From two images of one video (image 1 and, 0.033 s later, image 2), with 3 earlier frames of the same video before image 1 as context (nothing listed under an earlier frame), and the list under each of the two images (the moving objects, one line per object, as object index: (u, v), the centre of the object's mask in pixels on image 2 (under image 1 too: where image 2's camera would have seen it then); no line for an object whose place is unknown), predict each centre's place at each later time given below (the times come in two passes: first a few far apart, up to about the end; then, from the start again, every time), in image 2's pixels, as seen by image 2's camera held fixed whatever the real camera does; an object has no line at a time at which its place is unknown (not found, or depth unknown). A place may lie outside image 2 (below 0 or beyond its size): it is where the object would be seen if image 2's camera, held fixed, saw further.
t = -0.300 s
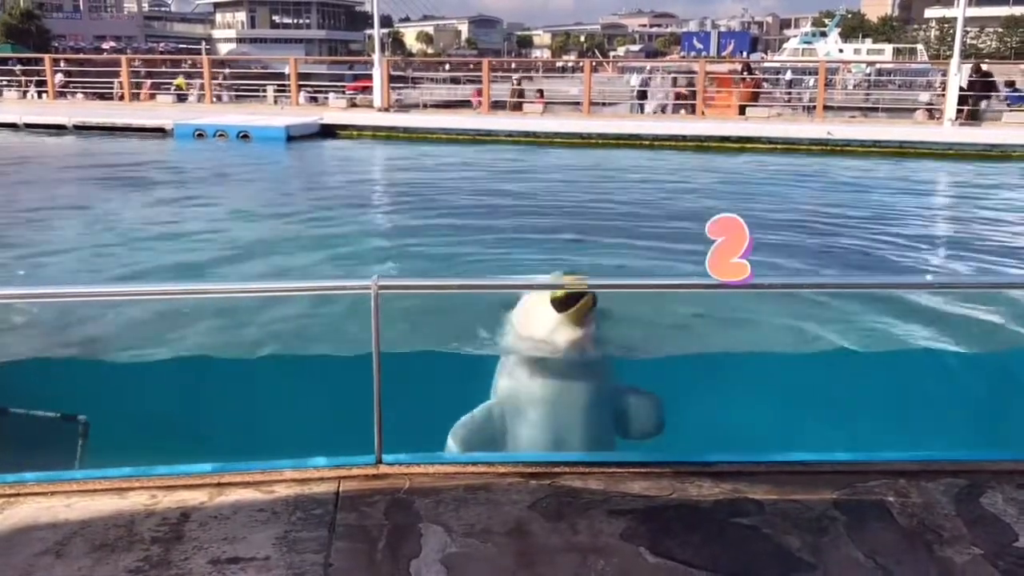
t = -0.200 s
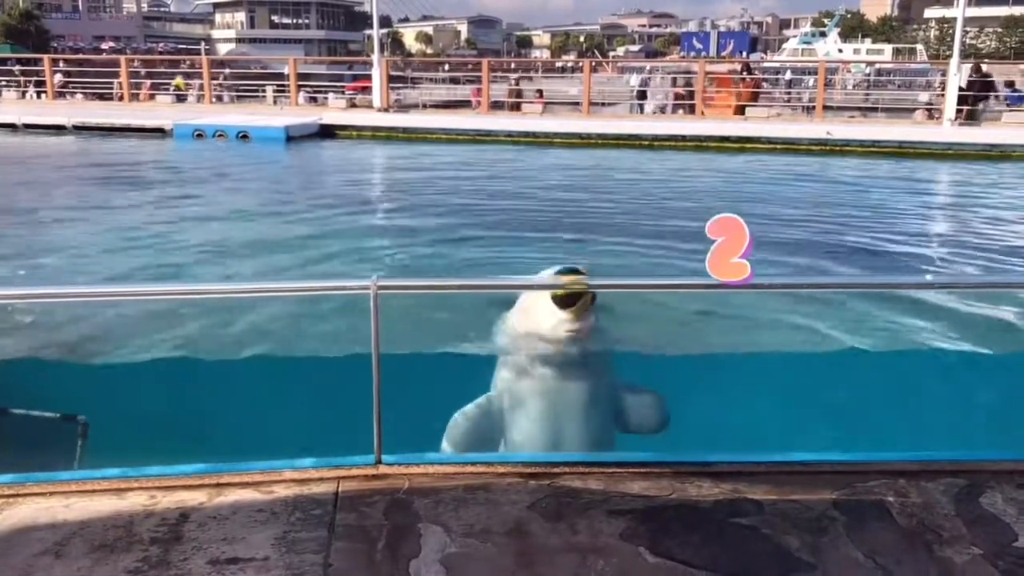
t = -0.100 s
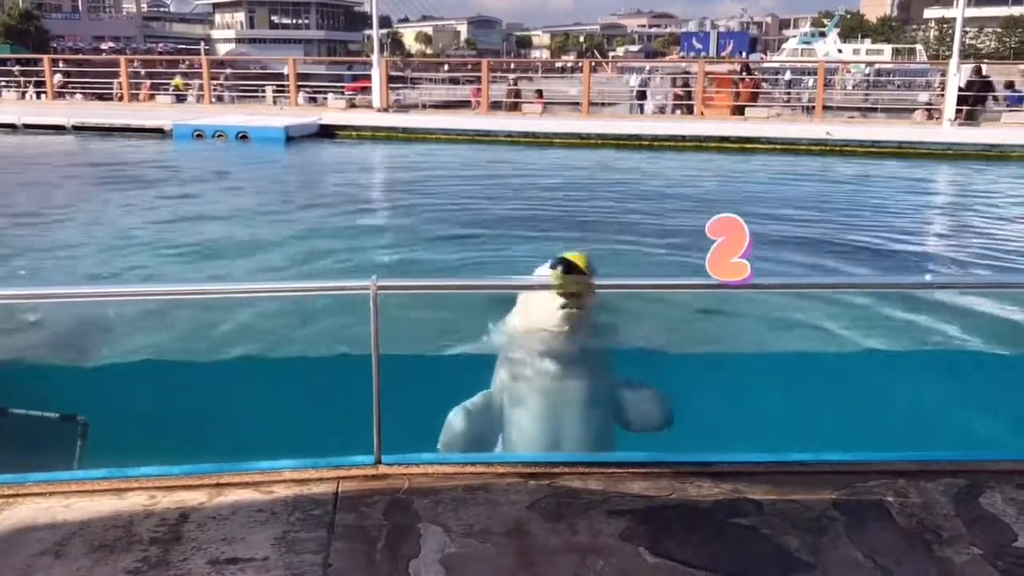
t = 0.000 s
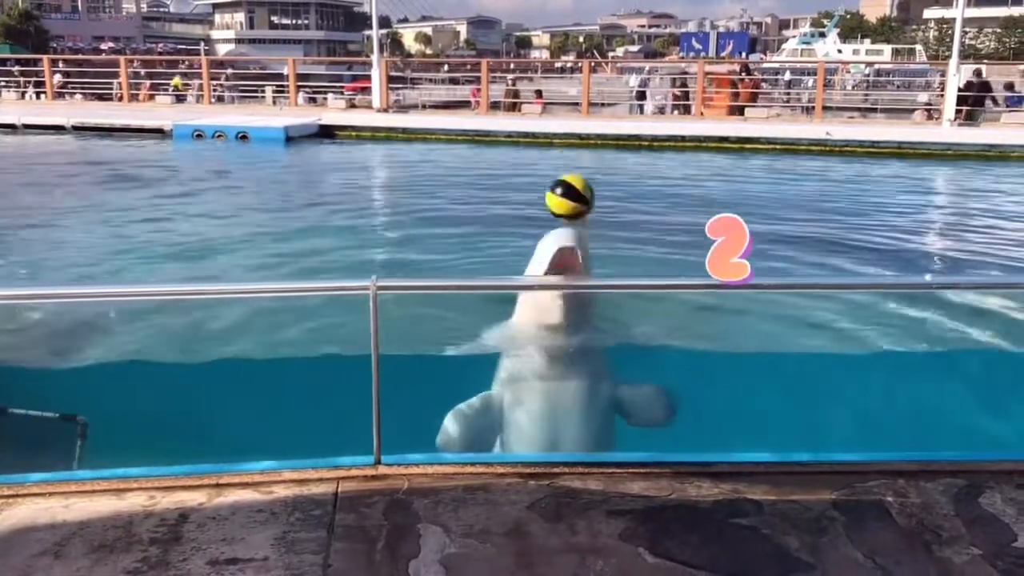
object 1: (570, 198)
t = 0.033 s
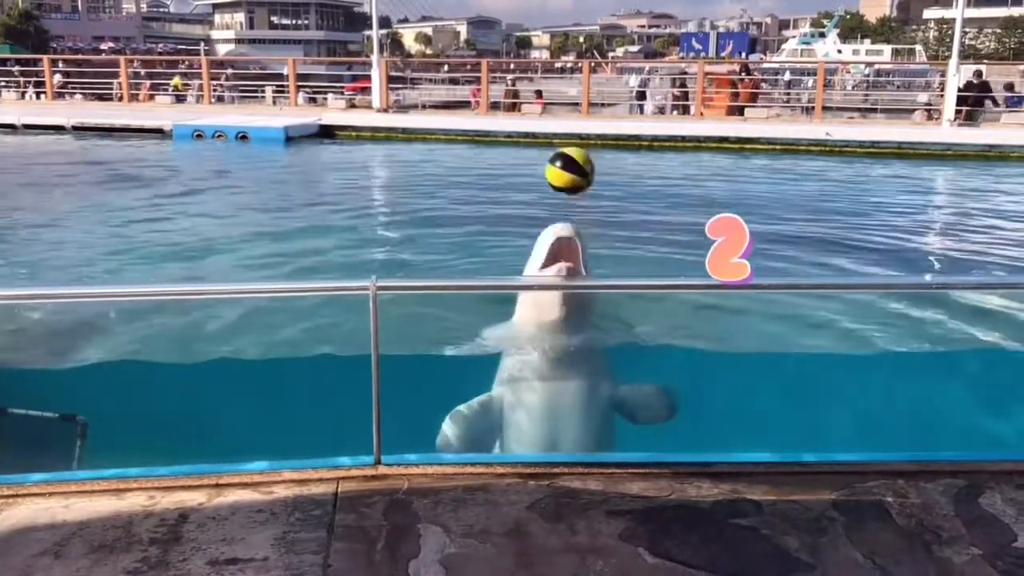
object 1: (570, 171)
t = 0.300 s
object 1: (566, 36)
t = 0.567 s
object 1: (555, 63)
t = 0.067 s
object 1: (569, 146)
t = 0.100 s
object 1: (570, 124)
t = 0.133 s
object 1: (569, 104)
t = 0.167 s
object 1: (569, 85)
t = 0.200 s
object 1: (567, 69)
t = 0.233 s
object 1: (567, 56)
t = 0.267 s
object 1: (566, 45)
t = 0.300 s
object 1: (566, 36)
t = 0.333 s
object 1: (564, 30)
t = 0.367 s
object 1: (564, 28)
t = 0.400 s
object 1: (562, 27)
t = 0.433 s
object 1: (561, 29)
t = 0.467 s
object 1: (560, 33)
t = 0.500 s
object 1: (559, 40)
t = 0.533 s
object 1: (557, 50)
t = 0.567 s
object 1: (555, 63)
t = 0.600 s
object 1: (554, 77)
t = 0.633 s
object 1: (553, 95)
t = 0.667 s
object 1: (551, 115)
